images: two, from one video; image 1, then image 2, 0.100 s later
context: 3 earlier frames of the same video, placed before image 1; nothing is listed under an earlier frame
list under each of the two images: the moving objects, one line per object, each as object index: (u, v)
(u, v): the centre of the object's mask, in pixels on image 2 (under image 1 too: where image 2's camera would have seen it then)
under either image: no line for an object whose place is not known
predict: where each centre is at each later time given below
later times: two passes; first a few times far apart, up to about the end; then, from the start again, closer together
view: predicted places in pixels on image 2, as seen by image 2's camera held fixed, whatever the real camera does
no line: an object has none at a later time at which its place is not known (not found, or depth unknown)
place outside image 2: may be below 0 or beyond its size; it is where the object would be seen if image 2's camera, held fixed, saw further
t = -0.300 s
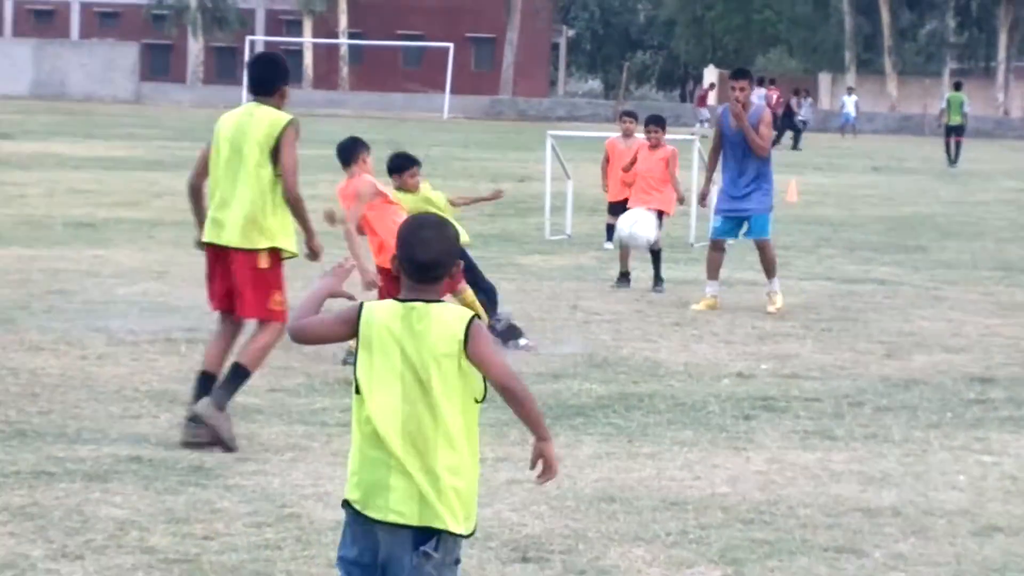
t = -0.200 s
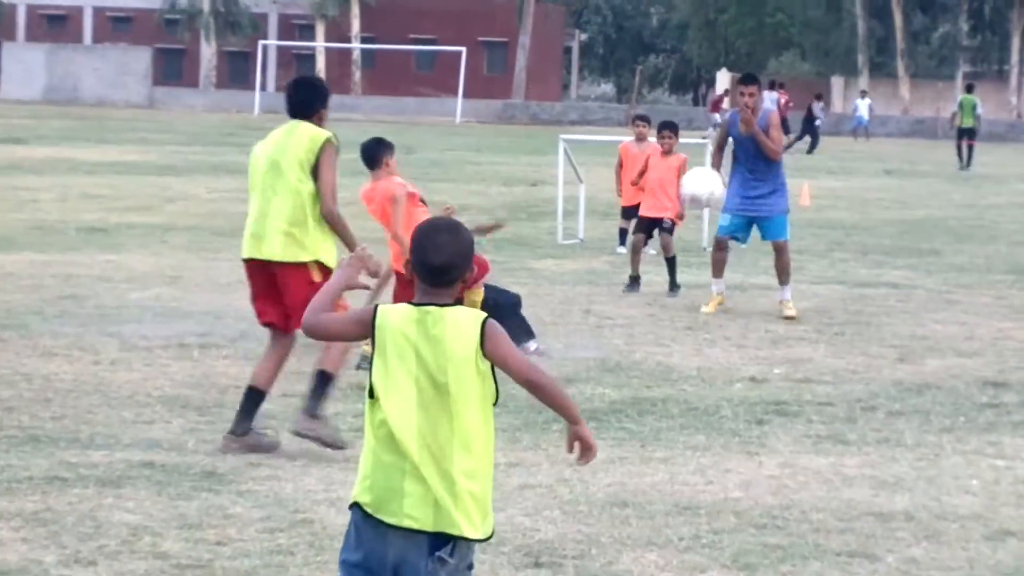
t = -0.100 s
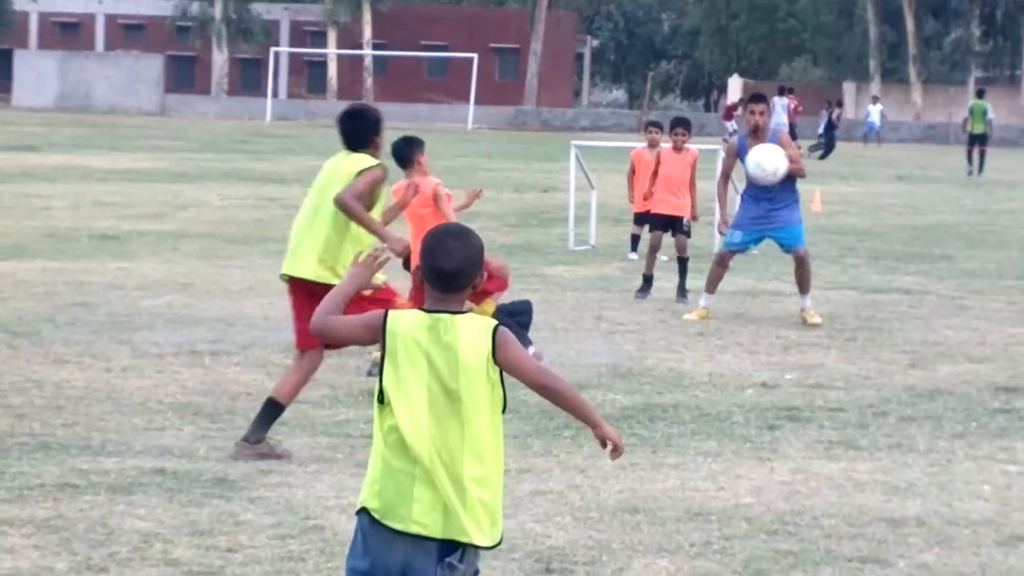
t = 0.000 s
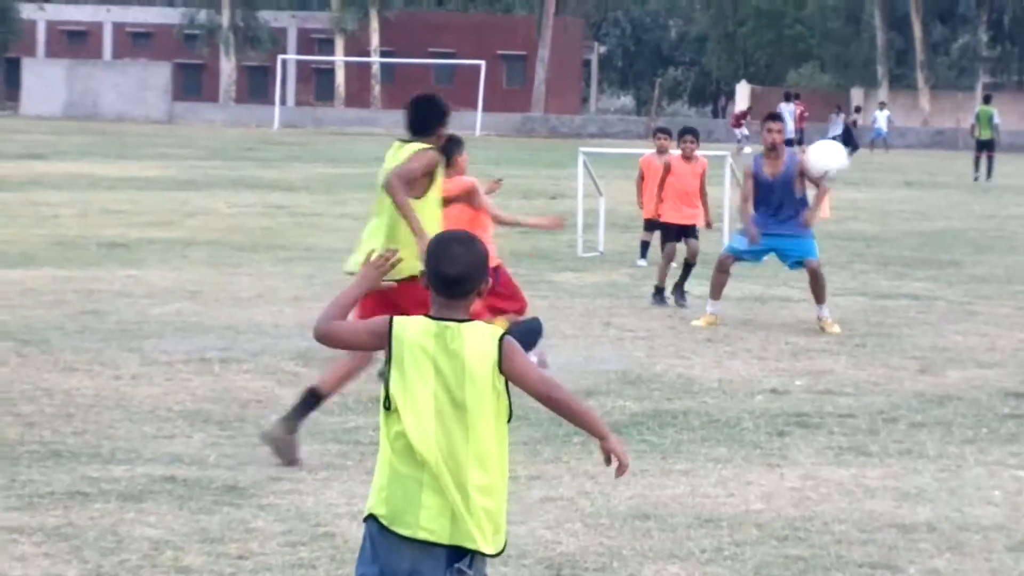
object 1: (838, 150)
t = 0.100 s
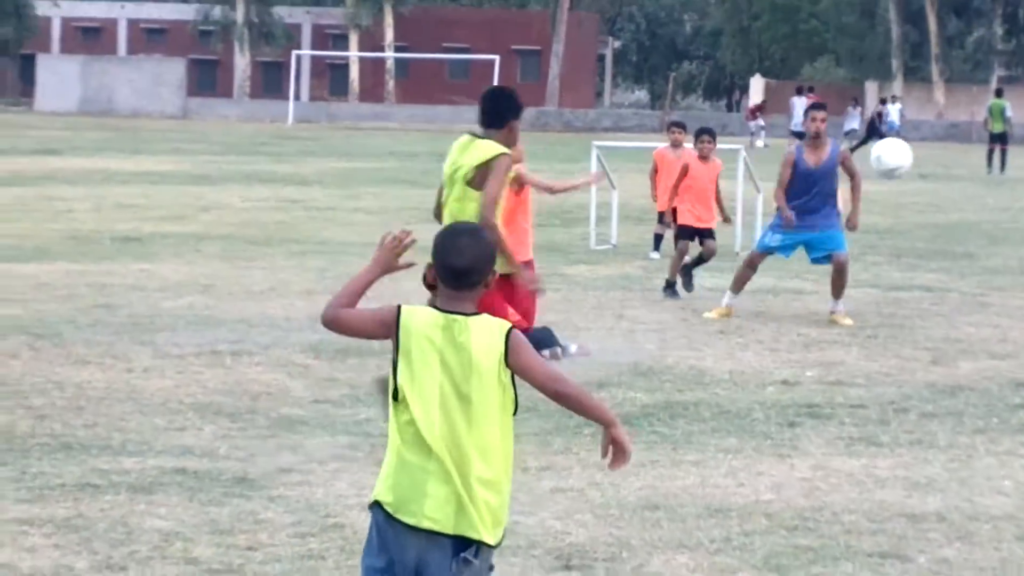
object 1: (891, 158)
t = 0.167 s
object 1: (927, 171)
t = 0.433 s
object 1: (1063, 303)
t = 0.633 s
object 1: (1168, 305)
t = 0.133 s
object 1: (909, 163)
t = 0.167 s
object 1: (927, 171)
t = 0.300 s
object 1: (994, 222)
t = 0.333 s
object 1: (1011, 239)
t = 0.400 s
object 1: (1045, 279)
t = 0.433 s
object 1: (1063, 303)
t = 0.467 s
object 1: (1080, 330)
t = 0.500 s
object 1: (1097, 354)
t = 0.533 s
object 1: (1115, 342)
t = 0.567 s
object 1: (1132, 328)
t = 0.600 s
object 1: (1150, 316)
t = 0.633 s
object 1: (1168, 305)
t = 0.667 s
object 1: (1187, 296)
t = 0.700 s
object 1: (1205, 290)
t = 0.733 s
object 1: (1225, 286)
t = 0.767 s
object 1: (1242, 284)
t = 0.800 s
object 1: (1260, 283)
